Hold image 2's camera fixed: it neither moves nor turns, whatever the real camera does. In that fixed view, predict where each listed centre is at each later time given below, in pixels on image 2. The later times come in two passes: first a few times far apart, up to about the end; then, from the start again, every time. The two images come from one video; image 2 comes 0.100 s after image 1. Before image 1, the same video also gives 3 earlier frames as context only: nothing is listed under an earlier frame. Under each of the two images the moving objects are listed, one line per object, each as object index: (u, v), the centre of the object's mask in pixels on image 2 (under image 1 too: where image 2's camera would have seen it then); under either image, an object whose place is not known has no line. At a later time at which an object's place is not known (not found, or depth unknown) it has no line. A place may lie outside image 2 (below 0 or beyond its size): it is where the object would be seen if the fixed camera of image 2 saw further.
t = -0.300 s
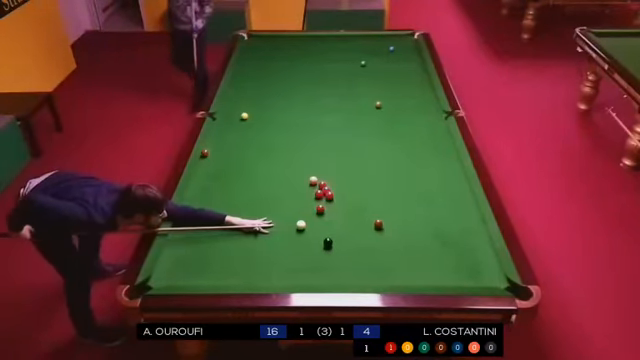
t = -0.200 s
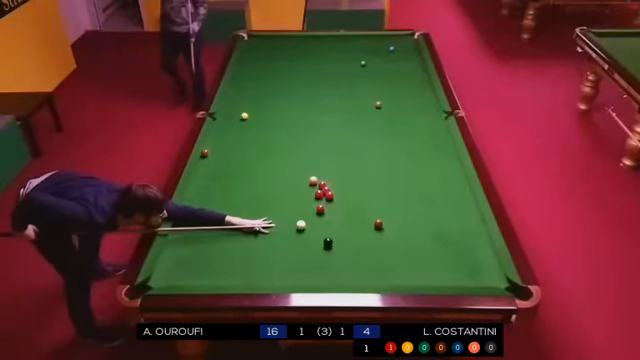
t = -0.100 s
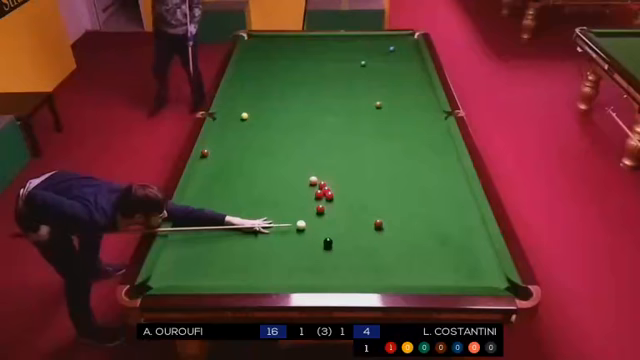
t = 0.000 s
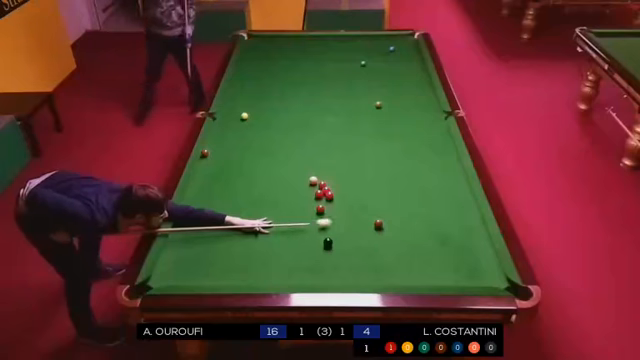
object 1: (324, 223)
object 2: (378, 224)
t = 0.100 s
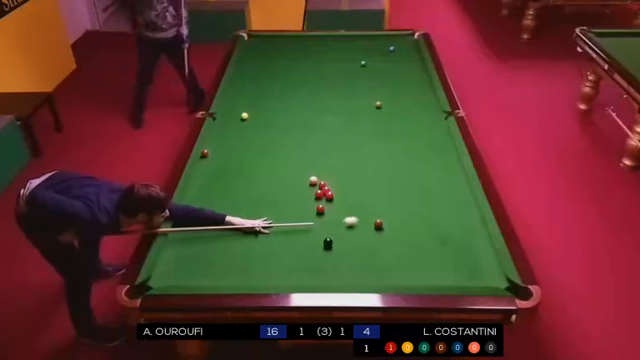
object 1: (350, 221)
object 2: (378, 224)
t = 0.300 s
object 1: (382, 212)
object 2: (395, 231)
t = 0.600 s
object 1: (415, 194)
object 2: (431, 244)
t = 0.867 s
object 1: (442, 181)
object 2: (463, 256)
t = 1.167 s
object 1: (453, 168)
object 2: (496, 271)
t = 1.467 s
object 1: (431, 159)
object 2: (477, 279)
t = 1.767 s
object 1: (412, 151)
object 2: (459, 281)
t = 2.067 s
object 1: (394, 143)
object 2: (444, 278)
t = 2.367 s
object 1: (378, 137)
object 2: (430, 274)
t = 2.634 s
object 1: (366, 131)
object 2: (419, 271)
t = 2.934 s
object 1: (353, 126)
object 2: (409, 269)
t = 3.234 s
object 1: (342, 121)
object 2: (401, 268)
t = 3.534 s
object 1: (332, 117)
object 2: (394, 267)
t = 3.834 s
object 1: (323, 113)
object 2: (390, 266)
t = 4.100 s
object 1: (316, 110)
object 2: (389, 266)
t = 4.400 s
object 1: (309, 108)
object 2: (388, 266)
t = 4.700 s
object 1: (303, 105)
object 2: (388, 266)
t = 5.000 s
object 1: (298, 103)
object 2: (388, 266)
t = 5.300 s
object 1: (293, 101)
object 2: (388, 266)
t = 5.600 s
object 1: (289, 100)
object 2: (388, 266)
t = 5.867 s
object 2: (388, 266)
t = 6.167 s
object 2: (388, 266)
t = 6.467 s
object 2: (388, 266)
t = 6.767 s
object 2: (388, 266)
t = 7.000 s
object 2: (388, 266)
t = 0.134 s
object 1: (359, 221)
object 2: (378, 224)
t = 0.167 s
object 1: (367, 220)
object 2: (379, 224)
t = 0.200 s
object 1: (372, 218)
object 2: (381, 225)
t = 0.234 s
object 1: (375, 216)
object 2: (386, 227)
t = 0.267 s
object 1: (378, 213)
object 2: (391, 229)
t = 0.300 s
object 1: (382, 212)
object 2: (395, 231)
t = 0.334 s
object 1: (386, 209)
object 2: (399, 232)
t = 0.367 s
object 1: (390, 207)
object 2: (403, 233)
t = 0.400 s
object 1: (394, 205)
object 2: (407, 235)
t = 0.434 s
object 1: (397, 203)
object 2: (411, 236)
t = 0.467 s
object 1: (401, 202)
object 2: (415, 238)
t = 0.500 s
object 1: (405, 200)
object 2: (419, 239)
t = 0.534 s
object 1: (408, 198)
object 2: (423, 241)
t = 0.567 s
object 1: (412, 196)
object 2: (427, 242)
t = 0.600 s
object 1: (415, 194)
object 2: (431, 244)
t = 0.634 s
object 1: (419, 192)
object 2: (435, 245)
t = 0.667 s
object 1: (422, 190)
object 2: (439, 247)
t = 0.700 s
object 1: (426, 189)
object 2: (443, 249)
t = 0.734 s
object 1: (429, 187)
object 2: (447, 250)
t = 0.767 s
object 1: (432, 185)
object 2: (451, 252)
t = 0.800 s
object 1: (435, 184)
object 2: (455, 253)
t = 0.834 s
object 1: (439, 182)
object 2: (459, 255)
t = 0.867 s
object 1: (442, 181)
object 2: (463, 256)
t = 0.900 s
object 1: (445, 179)
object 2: (467, 258)
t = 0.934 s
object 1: (448, 178)
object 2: (472, 260)
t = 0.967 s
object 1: (451, 176)
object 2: (475, 261)
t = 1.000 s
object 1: (454, 175)
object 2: (479, 263)
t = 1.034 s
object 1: (457, 173)
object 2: (484, 265)
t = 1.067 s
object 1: (460, 172)
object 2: (488, 266)
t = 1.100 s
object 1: (459, 170)
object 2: (492, 268)
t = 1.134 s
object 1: (456, 169)
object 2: (496, 269)
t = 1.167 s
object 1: (453, 168)
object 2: (496, 271)
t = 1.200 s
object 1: (451, 167)
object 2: (494, 271)
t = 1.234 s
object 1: (448, 166)
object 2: (492, 272)
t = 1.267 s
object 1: (446, 165)
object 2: (490, 273)
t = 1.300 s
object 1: (443, 164)
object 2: (488, 274)
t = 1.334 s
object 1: (440, 163)
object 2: (485, 275)
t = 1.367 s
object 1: (438, 162)
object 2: (483, 276)
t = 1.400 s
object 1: (436, 161)
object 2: (482, 277)
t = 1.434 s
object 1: (433, 160)
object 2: (480, 277)
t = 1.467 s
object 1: (431, 159)
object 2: (477, 279)
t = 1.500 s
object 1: (429, 158)
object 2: (475, 279)
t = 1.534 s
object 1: (426, 157)
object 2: (473, 280)
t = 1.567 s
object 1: (424, 156)
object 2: (471, 280)
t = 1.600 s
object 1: (422, 155)
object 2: (469, 281)
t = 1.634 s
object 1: (420, 154)
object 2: (467, 282)
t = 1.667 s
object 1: (418, 153)
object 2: (465, 283)
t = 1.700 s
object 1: (416, 152)
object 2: (463, 282)
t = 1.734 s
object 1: (414, 152)
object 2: (462, 282)
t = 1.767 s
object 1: (412, 151)
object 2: (459, 281)
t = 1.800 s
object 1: (409, 150)
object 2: (458, 281)
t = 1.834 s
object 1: (408, 149)
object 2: (456, 281)
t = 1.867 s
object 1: (405, 148)
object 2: (454, 280)
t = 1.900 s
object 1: (404, 147)
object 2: (452, 280)
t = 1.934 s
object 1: (402, 146)
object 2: (450, 280)
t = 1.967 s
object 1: (399, 146)
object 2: (449, 279)
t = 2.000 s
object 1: (398, 145)
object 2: (447, 279)
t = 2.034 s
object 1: (396, 144)
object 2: (445, 279)
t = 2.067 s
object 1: (394, 143)
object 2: (444, 278)
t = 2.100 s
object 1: (392, 143)
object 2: (442, 278)
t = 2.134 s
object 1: (390, 142)
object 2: (440, 278)
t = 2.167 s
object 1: (389, 141)
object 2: (439, 278)
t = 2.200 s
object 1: (387, 140)
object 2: (437, 277)
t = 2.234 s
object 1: (385, 140)
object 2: (436, 277)
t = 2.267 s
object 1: (383, 139)
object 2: (434, 276)
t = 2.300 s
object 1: (382, 138)
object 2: (433, 275)
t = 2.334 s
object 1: (380, 137)
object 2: (431, 275)
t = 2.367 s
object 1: (378, 137)
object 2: (430, 274)
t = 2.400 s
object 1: (377, 136)
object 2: (428, 274)
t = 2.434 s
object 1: (375, 135)
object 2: (427, 273)
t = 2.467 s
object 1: (374, 135)
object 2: (426, 273)
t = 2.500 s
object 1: (372, 134)
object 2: (424, 273)
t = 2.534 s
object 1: (371, 133)
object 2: (423, 272)
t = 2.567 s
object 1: (369, 133)
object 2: (422, 272)
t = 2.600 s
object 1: (368, 132)
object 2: (420, 272)
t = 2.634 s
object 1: (366, 131)
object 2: (419, 271)
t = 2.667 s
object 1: (365, 131)
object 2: (418, 271)
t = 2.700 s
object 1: (363, 130)
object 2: (417, 271)
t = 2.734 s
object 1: (362, 130)
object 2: (416, 271)
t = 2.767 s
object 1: (360, 129)
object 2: (414, 270)
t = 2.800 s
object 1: (359, 129)
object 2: (413, 270)
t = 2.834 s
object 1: (357, 128)
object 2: (412, 270)
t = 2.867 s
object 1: (356, 127)
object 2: (411, 270)
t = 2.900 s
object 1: (354, 127)
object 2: (410, 269)
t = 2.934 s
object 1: (353, 126)
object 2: (409, 269)
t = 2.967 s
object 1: (352, 126)
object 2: (408, 269)
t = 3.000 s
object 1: (351, 125)
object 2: (407, 269)
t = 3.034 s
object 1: (350, 125)
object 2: (406, 269)
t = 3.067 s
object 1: (348, 124)
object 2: (405, 268)
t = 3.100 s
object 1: (347, 124)
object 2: (404, 268)
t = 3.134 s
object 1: (346, 123)
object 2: (403, 268)
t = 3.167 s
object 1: (345, 123)
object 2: (403, 268)
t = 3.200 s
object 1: (343, 122)
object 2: (402, 268)
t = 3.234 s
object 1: (342, 121)
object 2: (401, 268)
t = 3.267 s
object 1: (341, 121)
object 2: (400, 268)
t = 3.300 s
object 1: (340, 120)
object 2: (399, 267)
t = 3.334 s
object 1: (339, 120)
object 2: (398, 267)
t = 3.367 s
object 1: (338, 120)
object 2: (398, 267)
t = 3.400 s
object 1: (336, 119)
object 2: (397, 267)
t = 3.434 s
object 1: (335, 119)
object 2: (396, 267)
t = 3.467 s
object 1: (334, 118)
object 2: (396, 267)
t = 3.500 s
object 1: (333, 118)
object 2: (395, 267)
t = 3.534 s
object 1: (332, 117)
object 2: (394, 267)
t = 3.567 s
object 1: (331, 117)
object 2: (394, 267)
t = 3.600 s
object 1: (330, 116)
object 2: (393, 267)
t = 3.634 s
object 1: (329, 116)
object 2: (393, 267)
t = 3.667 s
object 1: (328, 116)
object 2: (392, 266)
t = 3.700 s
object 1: (327, 115)
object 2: (392, 266)
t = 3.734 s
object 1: (326, 115)
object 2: (391, 266)
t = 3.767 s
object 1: (325, 114)
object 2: (391, 267)
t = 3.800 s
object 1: (324, 114)
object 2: (391, 266)
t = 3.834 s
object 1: (323, 113)
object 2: (390, 266)
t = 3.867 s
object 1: (322, 113)
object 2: (390, 266)
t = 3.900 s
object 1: (321, 113)
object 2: (390, 266)
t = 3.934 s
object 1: (320, 112)
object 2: (389, 266)
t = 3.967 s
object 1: (319, 112)
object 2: (389, 266)
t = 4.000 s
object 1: (318, 112)
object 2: (389, 267)
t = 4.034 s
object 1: (318, 111)
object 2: (389, 266)
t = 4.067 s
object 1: (317, 111)
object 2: (389, 266)
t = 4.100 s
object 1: (316, 110)
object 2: (389, 266)
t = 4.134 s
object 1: (315, 110)
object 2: (388, 266)
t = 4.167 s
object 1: (314, 110)
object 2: (388, 266)
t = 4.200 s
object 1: (313, 109)
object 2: (388, 266)
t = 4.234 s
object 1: (313, 109)
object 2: (388, 266)
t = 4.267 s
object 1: (312, 109)
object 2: (388, 266)
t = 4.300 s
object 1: (311, 109)
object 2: (388, 266)
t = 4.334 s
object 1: (310, 108)
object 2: (388, 266)
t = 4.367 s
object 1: (310, 108)
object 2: (388, 266)
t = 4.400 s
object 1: (309, 108)
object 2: (388, 266)
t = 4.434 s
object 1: (308, 107)
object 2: (388, 266)
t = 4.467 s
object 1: (307, 107)
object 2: (388, 266)
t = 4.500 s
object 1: (307, 107)
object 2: (388, 266)
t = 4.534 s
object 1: (306, 106)
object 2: (388, 266)
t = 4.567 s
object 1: (305, 106)
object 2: (388, 266)
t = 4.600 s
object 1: (305, 106)
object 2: (388, 266)
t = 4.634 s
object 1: (304, 106)
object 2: (388, 266)
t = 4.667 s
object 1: (303, 105)
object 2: (388, 266)
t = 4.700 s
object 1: (303, 105)
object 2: (388, 266)
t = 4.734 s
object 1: (302, 105)
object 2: (388, 266)
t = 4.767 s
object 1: (301, 105)
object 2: (388, 266)
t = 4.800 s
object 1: (301, 105)
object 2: (388, 266)
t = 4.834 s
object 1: (300, 104)
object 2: (388, 266)
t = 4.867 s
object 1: (300, 104)
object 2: (388, 266)
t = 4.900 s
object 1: (299, 104)
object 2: (388, 266)
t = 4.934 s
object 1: (299, 104)
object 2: (388, 266)
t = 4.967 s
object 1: (298, 103)
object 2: (388, 266)
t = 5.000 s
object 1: (298, 103)
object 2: (388, 266)
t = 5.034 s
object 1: (297, 103)
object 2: (388, 266)
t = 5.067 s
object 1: (296, 102)
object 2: (388, 266)
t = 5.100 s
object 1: (296, 102)
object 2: (388, 266)
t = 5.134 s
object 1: (295, 102)
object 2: (388, 266)
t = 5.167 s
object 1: (295, 102)
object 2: (388, 266)
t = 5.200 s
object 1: (294, 102)
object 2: (388, 266)
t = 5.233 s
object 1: (294, 102)
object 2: (388, 266)
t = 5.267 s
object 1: (293, 101)
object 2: (388, 266)
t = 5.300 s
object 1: (293, 101)
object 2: (388, 266)
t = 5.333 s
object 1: (292, 101)
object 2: (388, 266)
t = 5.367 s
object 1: (292, 101)
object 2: (388, 266)
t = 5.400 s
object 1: (291, 101)
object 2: (388, 266)
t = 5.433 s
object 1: (291, 101)
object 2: (388, 266)
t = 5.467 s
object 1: (290, 100)
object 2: (388, 266)
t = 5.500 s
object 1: (290, 100)
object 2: (388, 266)
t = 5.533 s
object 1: (290, 100)
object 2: (388, 266)
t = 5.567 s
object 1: (289, 100)
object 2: (388, 266)
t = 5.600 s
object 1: (289, 100)
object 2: (388, 266)
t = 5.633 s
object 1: (289, 100)
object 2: (388, 266)
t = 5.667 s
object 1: (288, 99)
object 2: (388, 266)
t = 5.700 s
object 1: (288, 99)
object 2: (388, 266)
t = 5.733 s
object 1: (288, 99)
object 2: (388, 266)
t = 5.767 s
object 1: (287, 99)
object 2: (388, 266)
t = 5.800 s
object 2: (388, 266)
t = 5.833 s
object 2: (388, 266)
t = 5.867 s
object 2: (388, 266)
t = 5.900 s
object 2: (388, 266)
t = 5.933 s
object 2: (388, 266)
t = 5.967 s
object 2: (388, 266)
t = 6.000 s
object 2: (388, 266)
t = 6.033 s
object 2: (388, 266)
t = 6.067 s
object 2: (388, 266)
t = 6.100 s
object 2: (388, 266)
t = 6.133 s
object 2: (388, 266)
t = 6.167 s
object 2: (388, 266)
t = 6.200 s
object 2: (388, 266)
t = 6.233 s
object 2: (388, 266)
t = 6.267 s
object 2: (388, 266)
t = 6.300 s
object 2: (388, 266)
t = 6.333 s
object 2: (388, 266)
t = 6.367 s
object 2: (388, 266)
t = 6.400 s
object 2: (388, 266)
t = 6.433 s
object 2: (388, 266)
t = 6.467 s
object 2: (388, 266)
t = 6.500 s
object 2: (388, 266)
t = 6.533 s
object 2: (388, 266)
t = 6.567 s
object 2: (388, 266)
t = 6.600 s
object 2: (388, 266)
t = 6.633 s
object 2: (388, 266)
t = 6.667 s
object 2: (388, 266)
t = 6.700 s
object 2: (388, 266)
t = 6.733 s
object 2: (388, 266)
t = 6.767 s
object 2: (388, 266)
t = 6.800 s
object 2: (388, 266)
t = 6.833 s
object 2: (388, 266)
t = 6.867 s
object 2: (388, 266)
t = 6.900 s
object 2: (388, 266)
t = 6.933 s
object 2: (388, 266)
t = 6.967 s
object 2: (388, 266)
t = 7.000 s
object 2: (388, 266)
